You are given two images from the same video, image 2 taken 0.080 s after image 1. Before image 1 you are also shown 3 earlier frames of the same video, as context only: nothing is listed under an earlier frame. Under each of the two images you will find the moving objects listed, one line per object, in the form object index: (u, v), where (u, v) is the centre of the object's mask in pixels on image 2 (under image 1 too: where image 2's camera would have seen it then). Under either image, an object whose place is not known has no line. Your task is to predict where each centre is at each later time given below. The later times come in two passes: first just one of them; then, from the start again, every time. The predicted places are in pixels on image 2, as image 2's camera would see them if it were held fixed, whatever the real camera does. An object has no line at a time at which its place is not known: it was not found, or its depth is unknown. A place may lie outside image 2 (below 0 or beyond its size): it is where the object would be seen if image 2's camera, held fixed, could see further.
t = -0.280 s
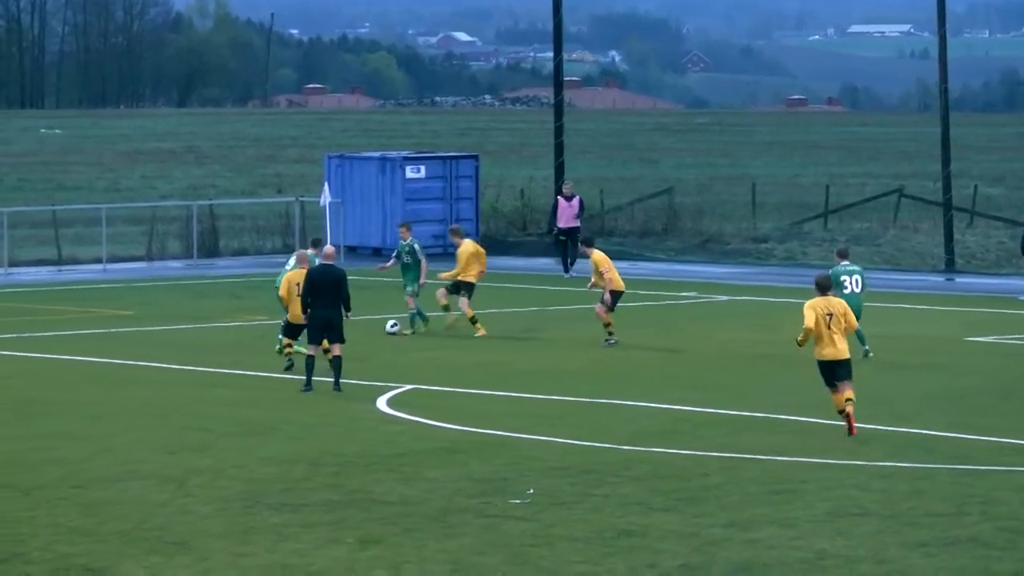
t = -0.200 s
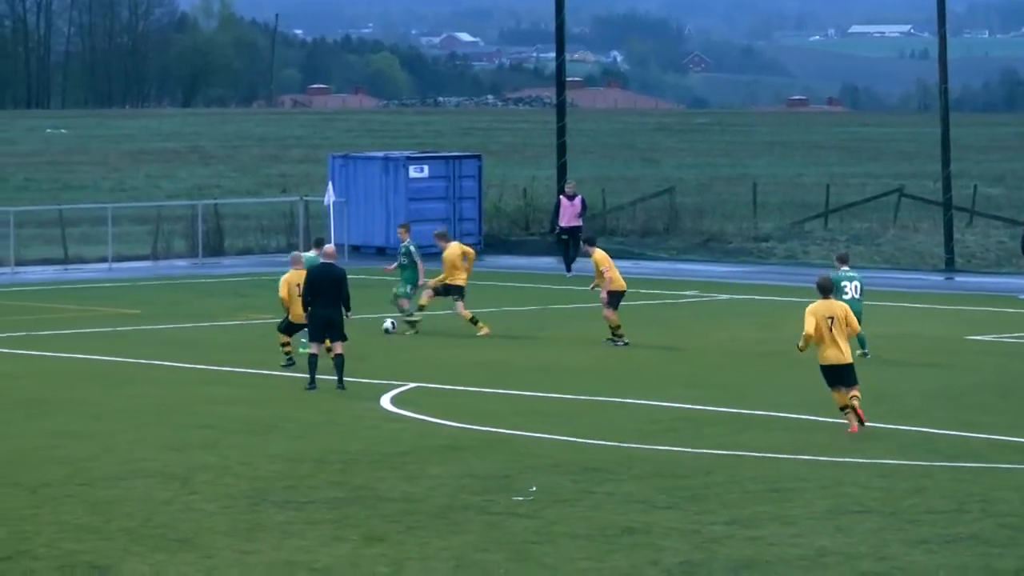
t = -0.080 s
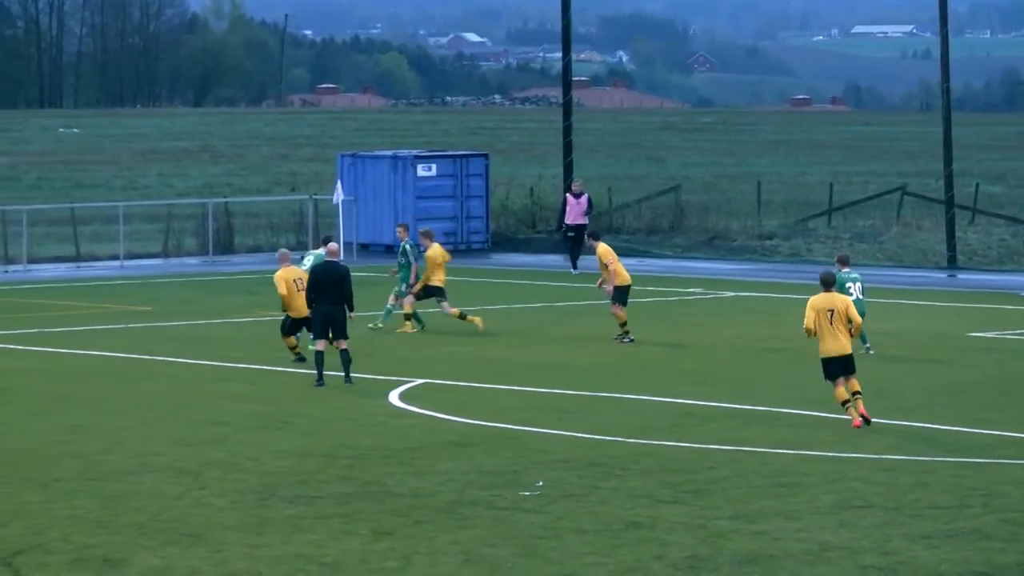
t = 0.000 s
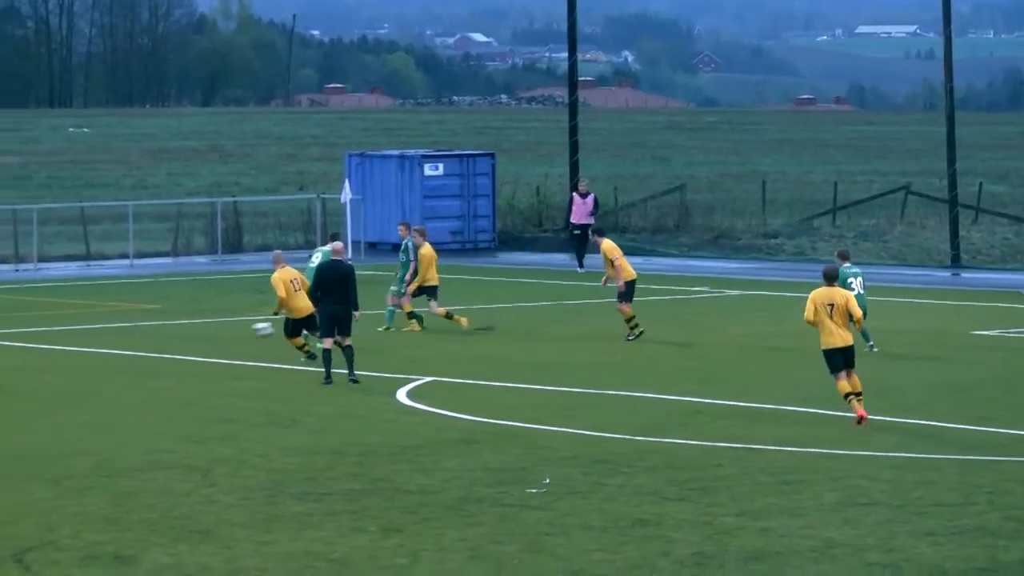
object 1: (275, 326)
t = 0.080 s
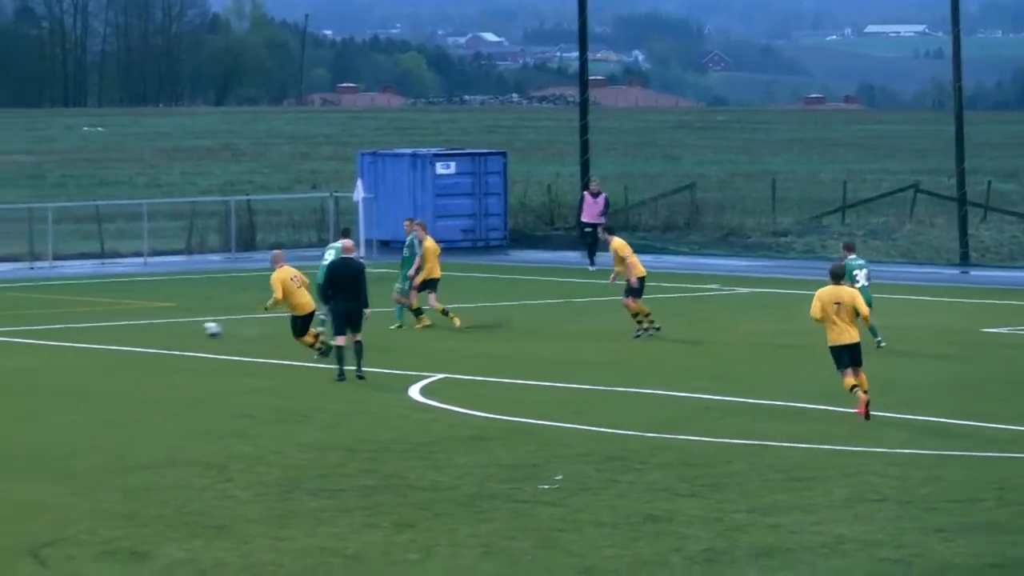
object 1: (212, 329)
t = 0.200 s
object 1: (120, 335)
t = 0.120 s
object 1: (181, 331)
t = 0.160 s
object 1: (150, 334)
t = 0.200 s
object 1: (120, 335)
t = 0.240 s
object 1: (92, 336)
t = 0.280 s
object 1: (63, 337)
